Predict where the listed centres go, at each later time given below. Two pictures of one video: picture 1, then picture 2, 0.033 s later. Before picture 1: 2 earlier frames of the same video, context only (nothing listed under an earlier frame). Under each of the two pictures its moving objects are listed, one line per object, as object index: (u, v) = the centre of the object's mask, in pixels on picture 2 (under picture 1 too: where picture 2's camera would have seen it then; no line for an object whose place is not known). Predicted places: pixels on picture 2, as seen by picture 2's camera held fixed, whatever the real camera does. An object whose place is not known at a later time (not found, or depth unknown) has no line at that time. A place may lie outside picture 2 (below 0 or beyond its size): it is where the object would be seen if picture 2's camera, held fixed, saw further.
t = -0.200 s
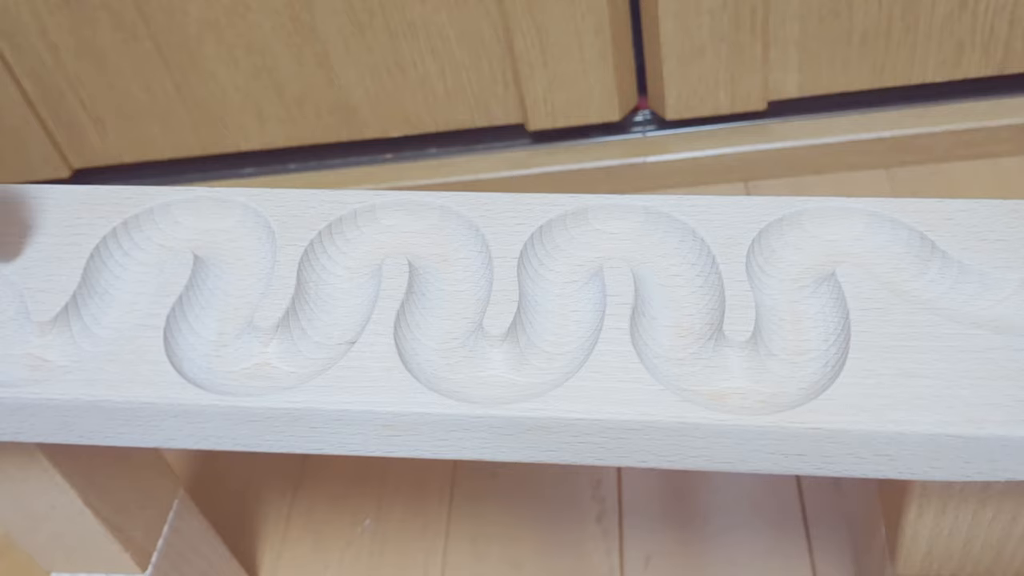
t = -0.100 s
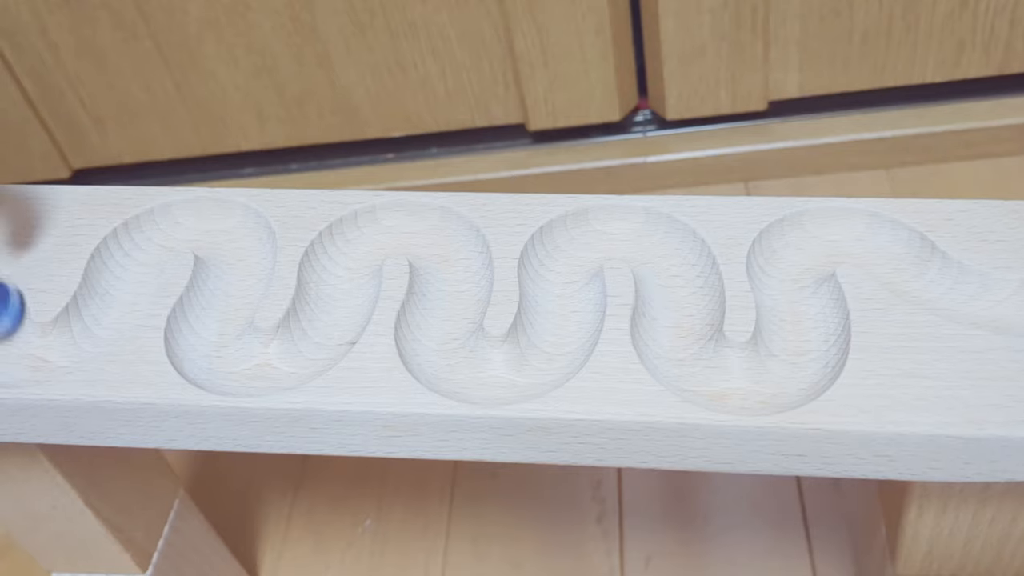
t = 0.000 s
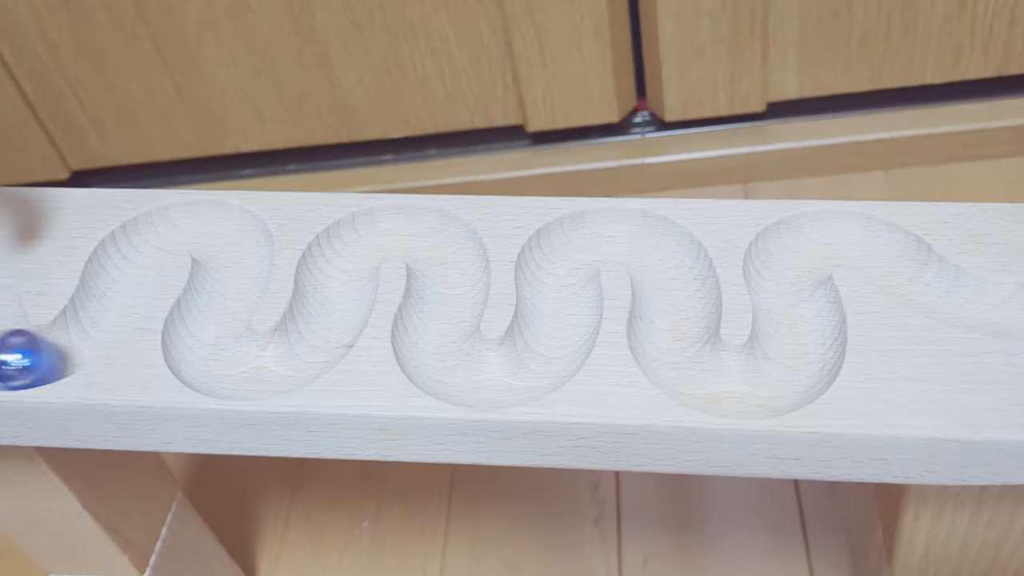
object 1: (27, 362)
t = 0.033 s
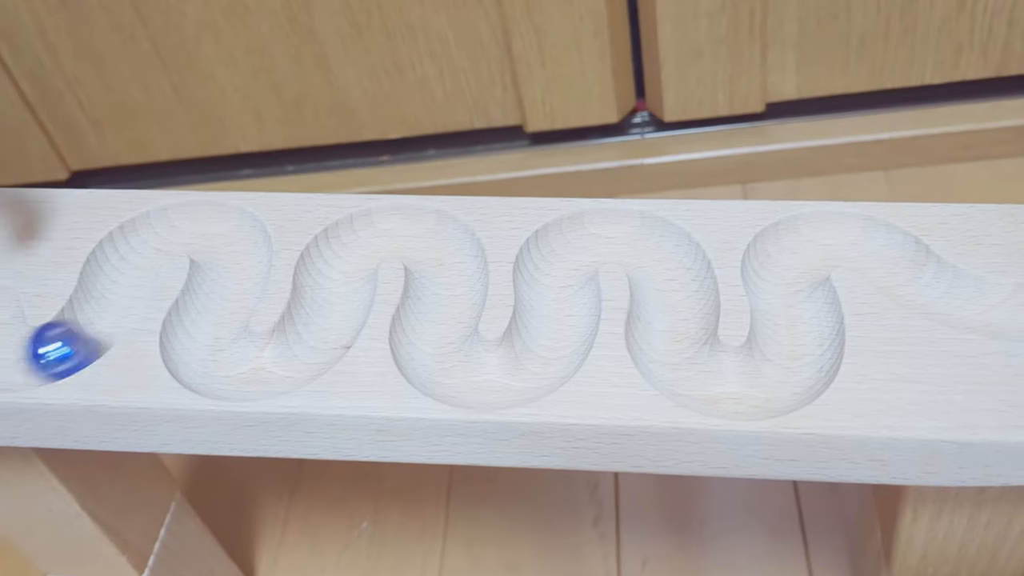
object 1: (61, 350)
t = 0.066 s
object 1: (93, 327)
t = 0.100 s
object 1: (113, 304)
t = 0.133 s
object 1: (123, 281)
